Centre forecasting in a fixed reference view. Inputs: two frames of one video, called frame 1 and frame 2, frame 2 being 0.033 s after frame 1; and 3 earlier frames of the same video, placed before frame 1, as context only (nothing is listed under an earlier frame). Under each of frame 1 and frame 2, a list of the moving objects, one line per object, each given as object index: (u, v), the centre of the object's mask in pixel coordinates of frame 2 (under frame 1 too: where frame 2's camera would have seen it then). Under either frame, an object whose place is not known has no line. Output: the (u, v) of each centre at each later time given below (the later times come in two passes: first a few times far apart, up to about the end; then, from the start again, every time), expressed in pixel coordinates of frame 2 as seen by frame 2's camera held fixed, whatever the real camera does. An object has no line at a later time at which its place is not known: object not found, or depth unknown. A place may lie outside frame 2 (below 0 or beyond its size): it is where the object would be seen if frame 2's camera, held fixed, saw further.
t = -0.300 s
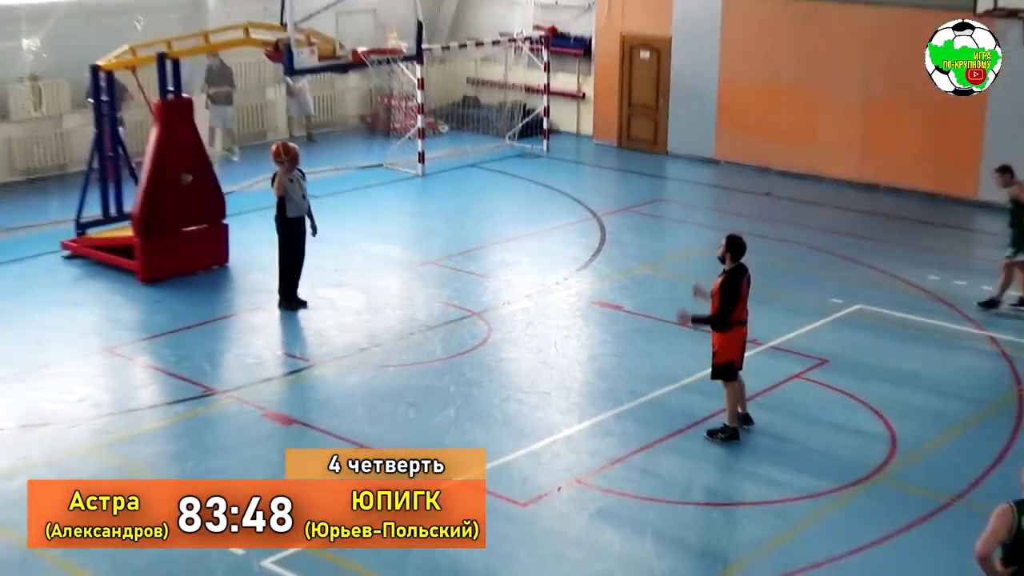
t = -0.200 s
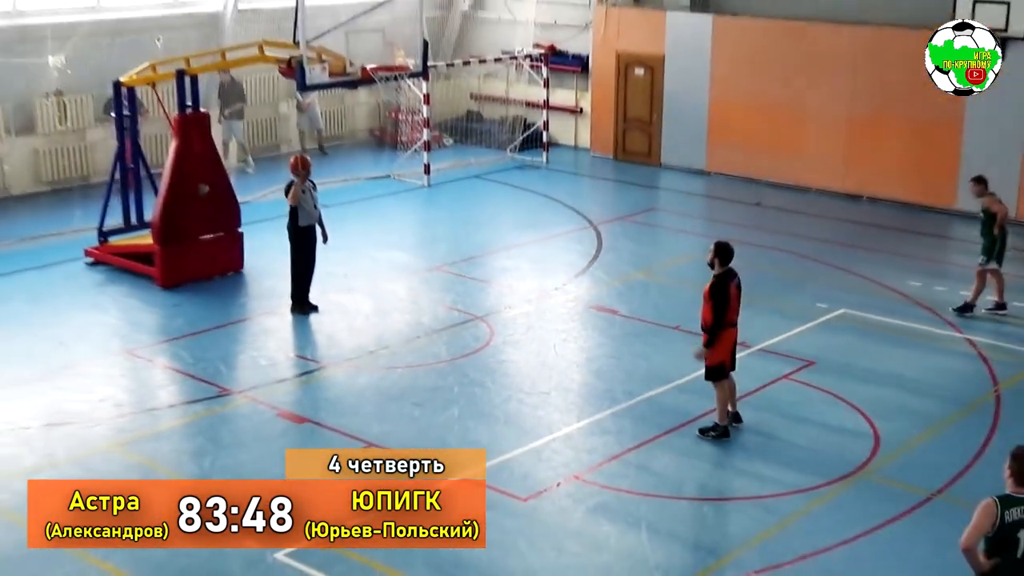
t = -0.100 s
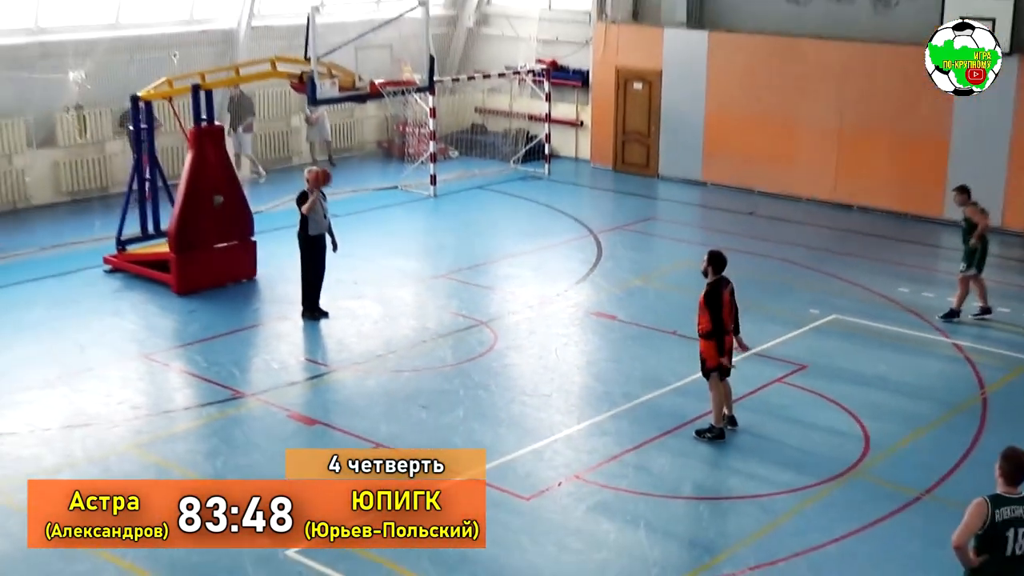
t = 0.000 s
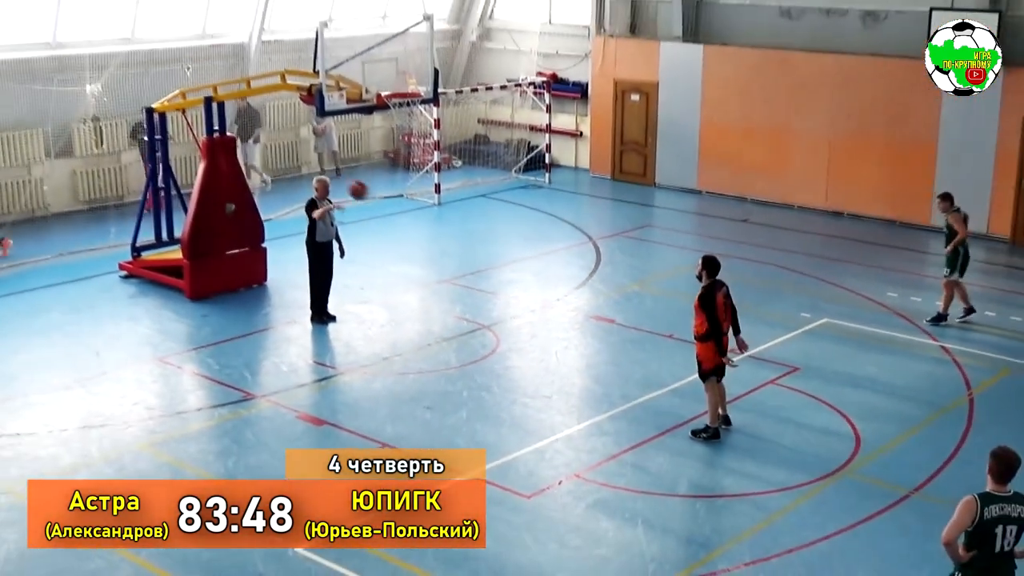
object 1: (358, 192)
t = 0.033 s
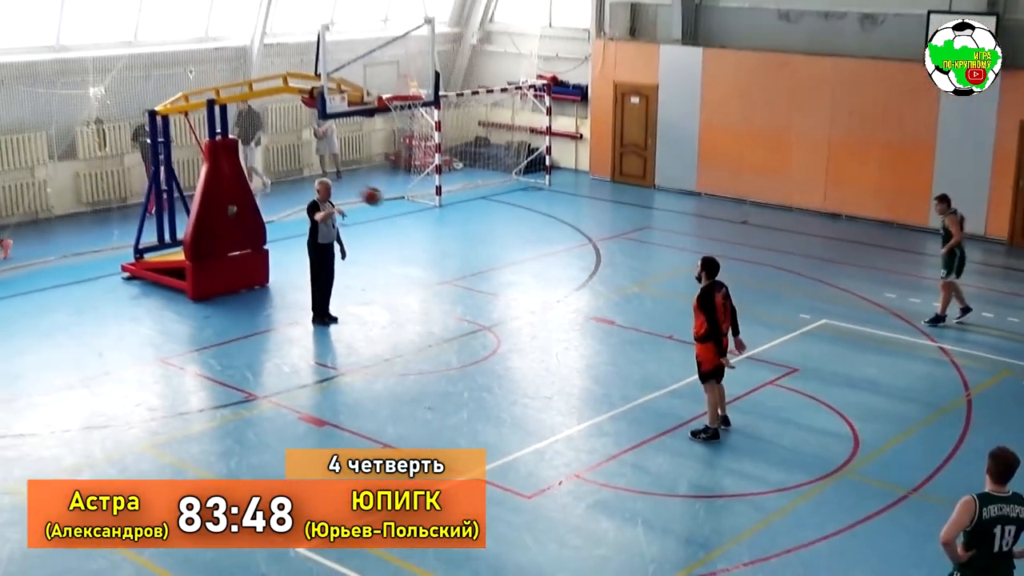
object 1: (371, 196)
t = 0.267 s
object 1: (455, 248)
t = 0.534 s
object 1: (556, 366)
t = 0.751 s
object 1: (599, 326)
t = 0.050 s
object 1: (377, 198)
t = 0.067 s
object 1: (381, 200)
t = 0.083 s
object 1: (387, 203)
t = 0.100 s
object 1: (394, 206)
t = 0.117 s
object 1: (401, 210)
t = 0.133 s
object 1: (406, 213)
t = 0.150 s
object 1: (412, 217)
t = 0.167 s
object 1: (418, 220)
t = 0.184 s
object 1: (424, 223)
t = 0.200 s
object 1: (430, 228)
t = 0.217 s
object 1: (437, 233)
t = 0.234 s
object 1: (442, 238)
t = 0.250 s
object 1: (449, 243)
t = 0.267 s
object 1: (455, 248)
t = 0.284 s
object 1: (460, 253)
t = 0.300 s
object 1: (467, 259)
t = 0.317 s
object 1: (473, 266)
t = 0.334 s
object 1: (480, 272)
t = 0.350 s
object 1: (486, 278)
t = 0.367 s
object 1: (493, 285)
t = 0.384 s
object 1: (497, 290)
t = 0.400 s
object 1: (504, 297)
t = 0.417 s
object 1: (511, 305)
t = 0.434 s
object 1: (517, 313)
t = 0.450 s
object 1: (524, 322)
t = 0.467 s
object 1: (530, 330)
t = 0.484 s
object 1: (535, 336)
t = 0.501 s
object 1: (541, 345)
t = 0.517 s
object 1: (549, 356)
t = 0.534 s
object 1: (556, 366)
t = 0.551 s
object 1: (563, 374)
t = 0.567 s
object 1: (568, 379)
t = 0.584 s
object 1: (571, 377)
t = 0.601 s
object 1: (573, 371)
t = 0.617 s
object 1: (576, 364)
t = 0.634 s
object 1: (579, 358)
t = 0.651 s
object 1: (582, 353)
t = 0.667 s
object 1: (585, 349)
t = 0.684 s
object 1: (587, 344)
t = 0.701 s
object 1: (590, 339)
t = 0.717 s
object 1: (593, 334)
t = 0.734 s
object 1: (596, 330)
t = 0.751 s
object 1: (599, 326)
